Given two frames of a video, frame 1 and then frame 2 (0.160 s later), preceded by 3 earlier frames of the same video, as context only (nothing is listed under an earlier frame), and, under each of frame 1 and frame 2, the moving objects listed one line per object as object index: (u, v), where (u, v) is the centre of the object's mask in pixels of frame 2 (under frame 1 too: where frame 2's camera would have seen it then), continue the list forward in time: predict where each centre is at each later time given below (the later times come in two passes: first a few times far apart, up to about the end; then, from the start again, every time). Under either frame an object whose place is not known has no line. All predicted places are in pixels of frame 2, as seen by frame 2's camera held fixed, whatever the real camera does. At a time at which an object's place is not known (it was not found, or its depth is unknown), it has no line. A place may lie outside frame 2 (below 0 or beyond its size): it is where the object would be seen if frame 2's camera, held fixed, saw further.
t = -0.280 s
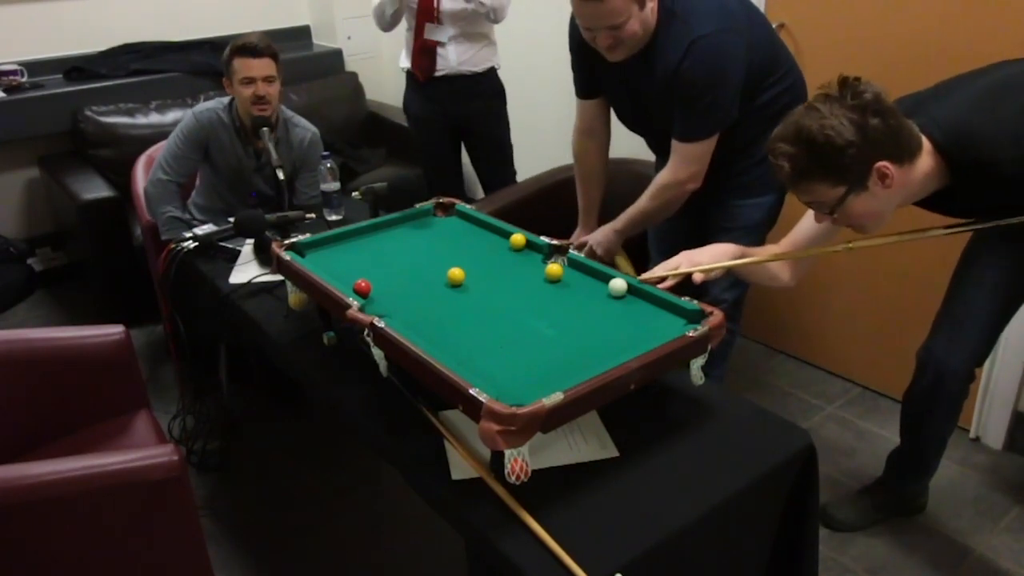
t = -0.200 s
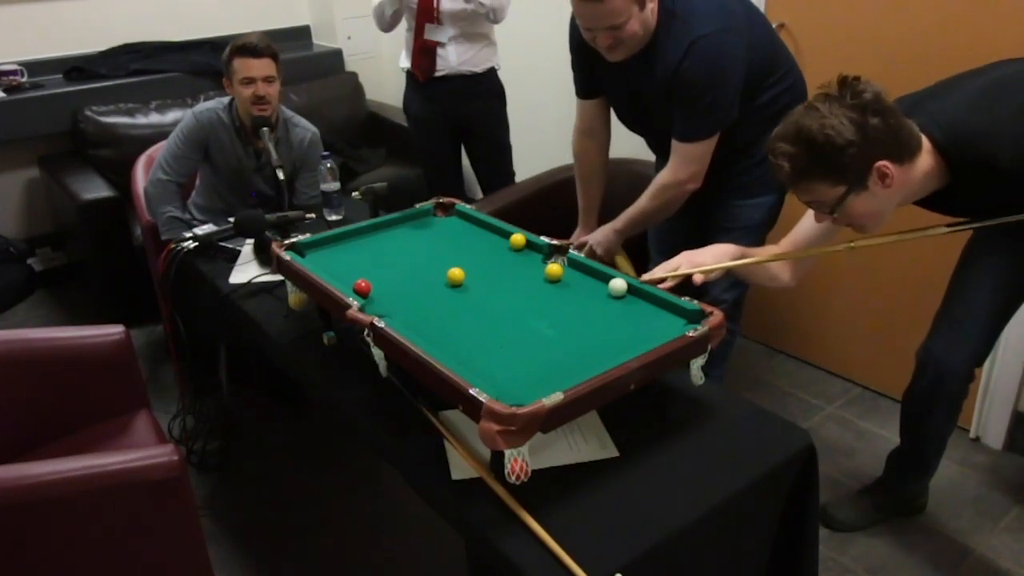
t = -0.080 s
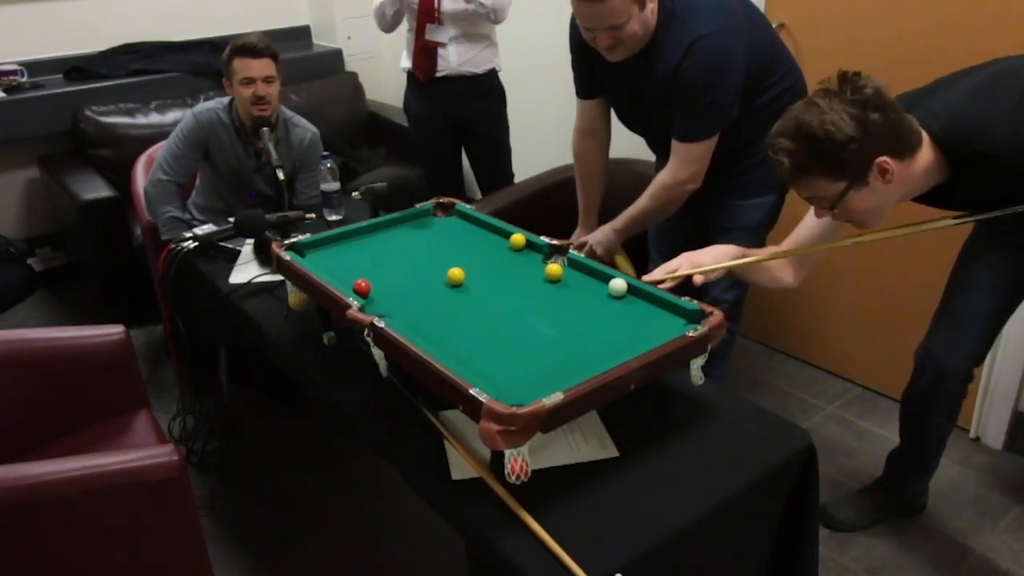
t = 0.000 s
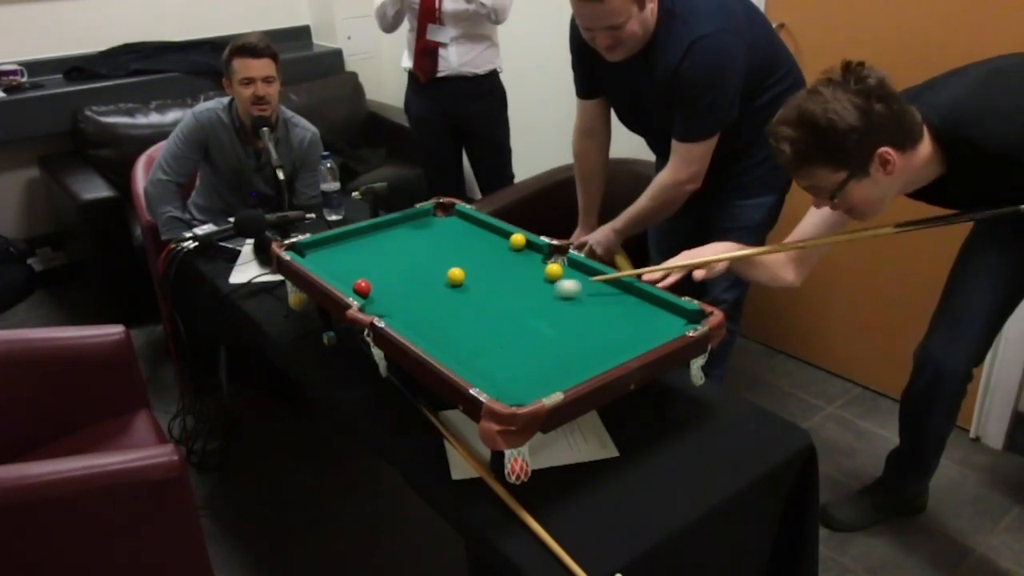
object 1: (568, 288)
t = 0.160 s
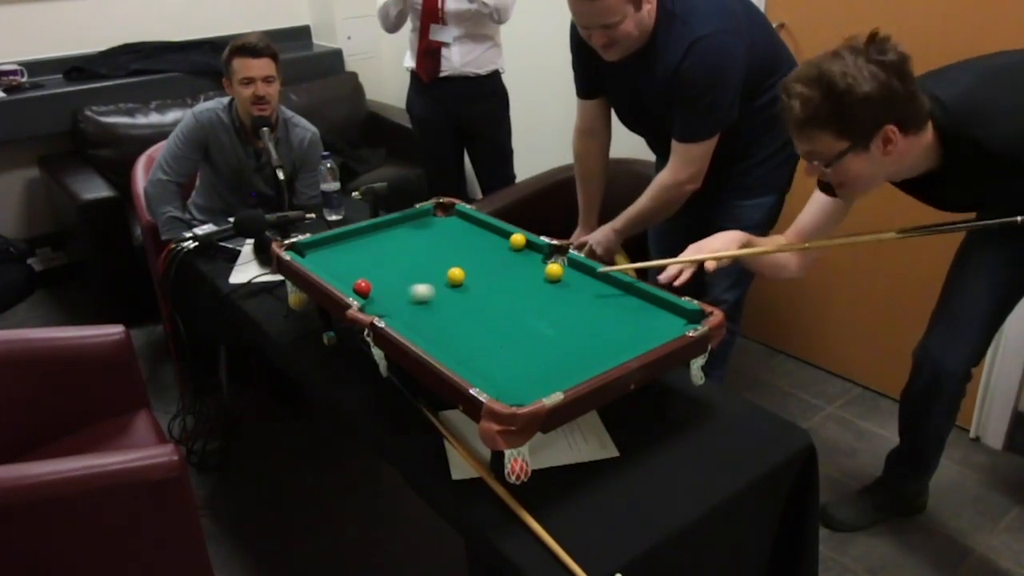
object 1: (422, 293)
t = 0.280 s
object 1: (380, 291)
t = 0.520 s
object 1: (416, 268)
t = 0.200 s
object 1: (385, 294)
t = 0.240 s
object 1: (369, 294)
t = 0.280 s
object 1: (380, 291)
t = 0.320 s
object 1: (389, 287)
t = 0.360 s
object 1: (395, 283)
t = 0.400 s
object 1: (400, 280)
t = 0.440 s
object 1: (406, 276)
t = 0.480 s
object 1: (411, 272)
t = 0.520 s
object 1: (416, 268)
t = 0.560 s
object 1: (421, 265)
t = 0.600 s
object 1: (426, 262)
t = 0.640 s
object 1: (431, 259)
